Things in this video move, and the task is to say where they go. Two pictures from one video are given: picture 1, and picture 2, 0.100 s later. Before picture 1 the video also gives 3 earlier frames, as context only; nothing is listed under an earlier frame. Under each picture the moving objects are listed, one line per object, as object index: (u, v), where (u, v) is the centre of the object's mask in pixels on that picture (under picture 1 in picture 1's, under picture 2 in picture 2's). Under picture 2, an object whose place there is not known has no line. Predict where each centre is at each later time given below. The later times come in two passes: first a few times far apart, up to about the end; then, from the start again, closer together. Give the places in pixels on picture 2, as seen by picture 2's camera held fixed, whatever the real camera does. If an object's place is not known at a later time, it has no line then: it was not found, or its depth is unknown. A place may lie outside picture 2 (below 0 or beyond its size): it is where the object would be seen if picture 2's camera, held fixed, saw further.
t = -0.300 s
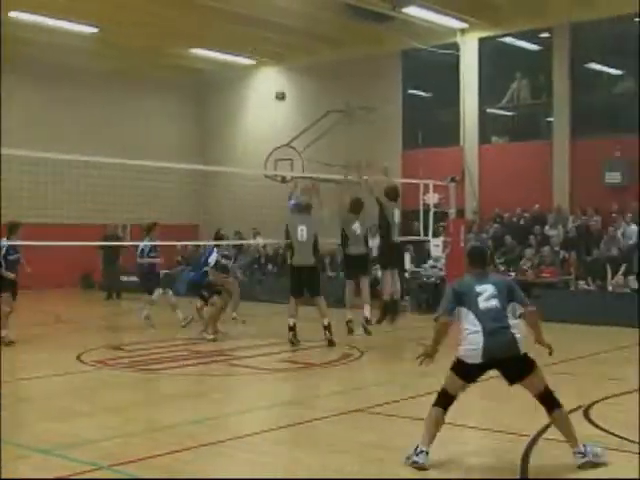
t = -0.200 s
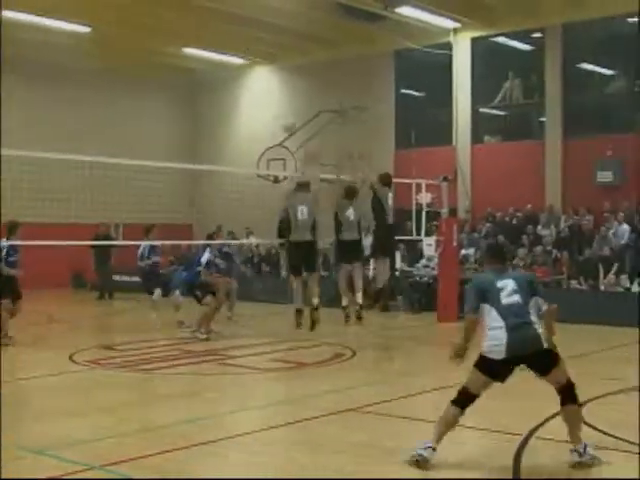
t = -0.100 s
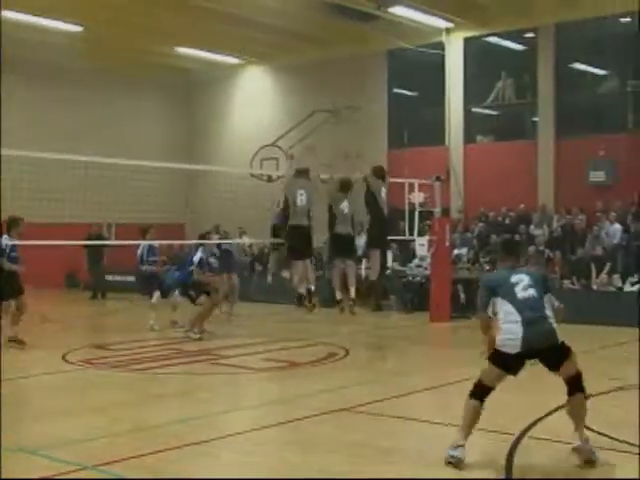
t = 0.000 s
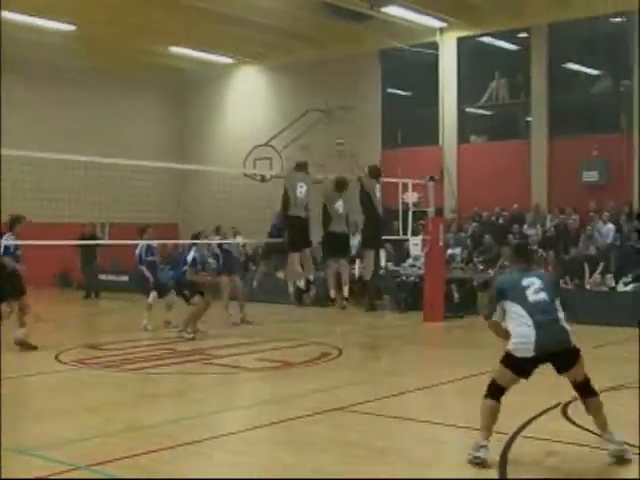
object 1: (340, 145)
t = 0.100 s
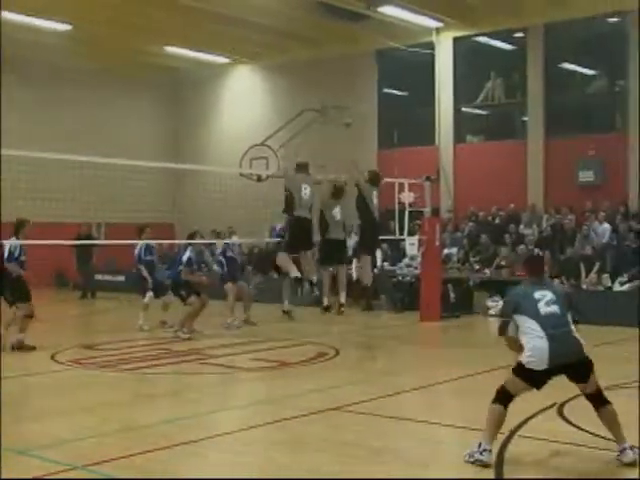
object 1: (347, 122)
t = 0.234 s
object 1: (360, 89)
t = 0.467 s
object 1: (385, 63)
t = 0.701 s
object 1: (428, 73)
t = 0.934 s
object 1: (487, 149)
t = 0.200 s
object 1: (356, 98)
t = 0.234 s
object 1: (360, 89)
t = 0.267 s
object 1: (361, 85)
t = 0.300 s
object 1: (367, 80)
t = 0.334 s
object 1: (371, 75)
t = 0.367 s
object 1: (375, 69)
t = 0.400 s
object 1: (380, 65)
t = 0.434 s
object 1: (383, 64)
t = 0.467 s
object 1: (385, 63)
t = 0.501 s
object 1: (392, 58)
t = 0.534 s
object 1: (398, 59)
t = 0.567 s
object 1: (404, 61)
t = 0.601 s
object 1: (408, 62)
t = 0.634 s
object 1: (412, 68)
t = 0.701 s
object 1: (428, 73)
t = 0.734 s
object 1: (434, 82)
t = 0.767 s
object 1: (442, 90)
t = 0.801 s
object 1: (450, 99)
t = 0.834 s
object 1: (459, 107)
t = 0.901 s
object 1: (476, 133)
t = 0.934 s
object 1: (487, 149)
